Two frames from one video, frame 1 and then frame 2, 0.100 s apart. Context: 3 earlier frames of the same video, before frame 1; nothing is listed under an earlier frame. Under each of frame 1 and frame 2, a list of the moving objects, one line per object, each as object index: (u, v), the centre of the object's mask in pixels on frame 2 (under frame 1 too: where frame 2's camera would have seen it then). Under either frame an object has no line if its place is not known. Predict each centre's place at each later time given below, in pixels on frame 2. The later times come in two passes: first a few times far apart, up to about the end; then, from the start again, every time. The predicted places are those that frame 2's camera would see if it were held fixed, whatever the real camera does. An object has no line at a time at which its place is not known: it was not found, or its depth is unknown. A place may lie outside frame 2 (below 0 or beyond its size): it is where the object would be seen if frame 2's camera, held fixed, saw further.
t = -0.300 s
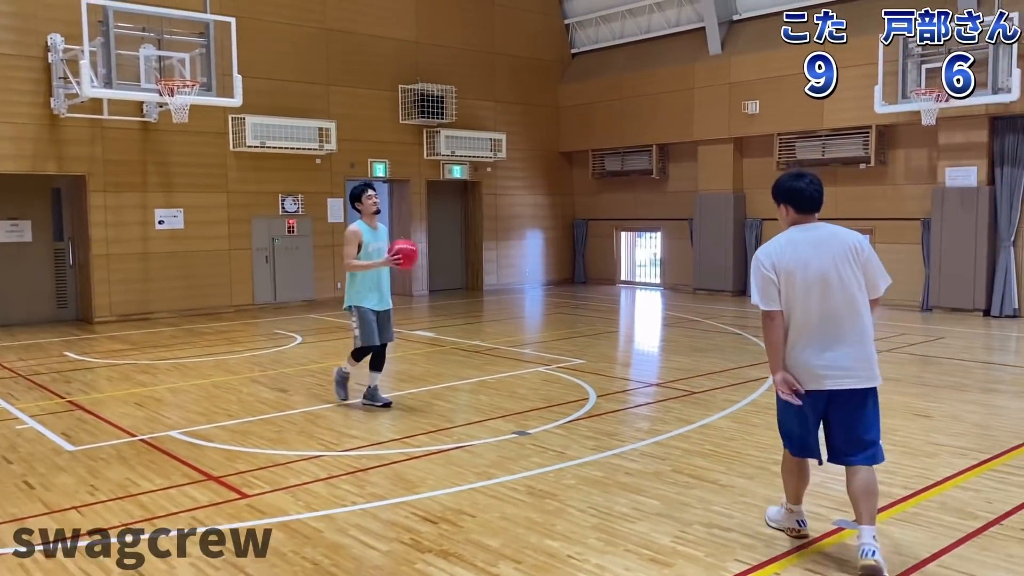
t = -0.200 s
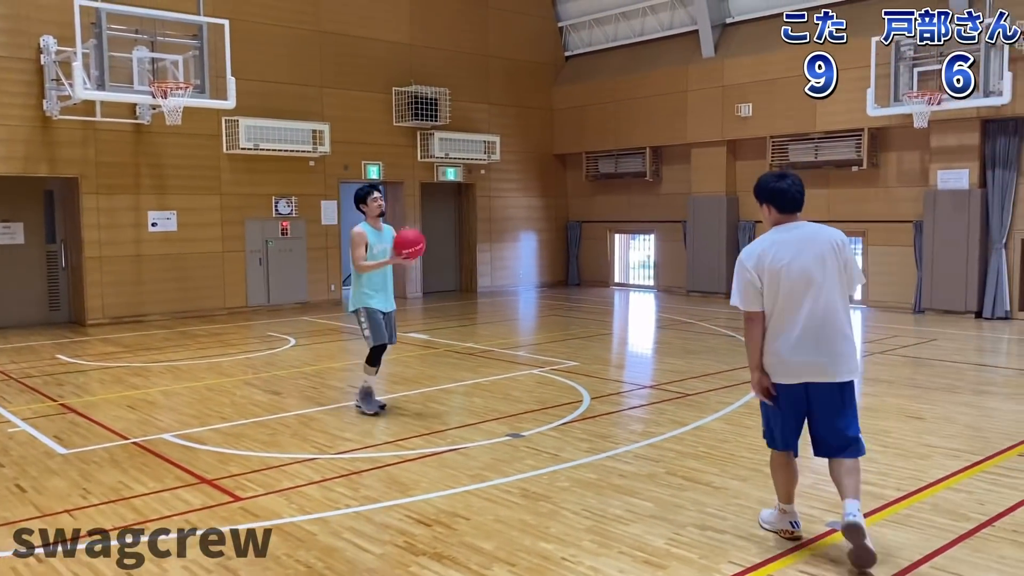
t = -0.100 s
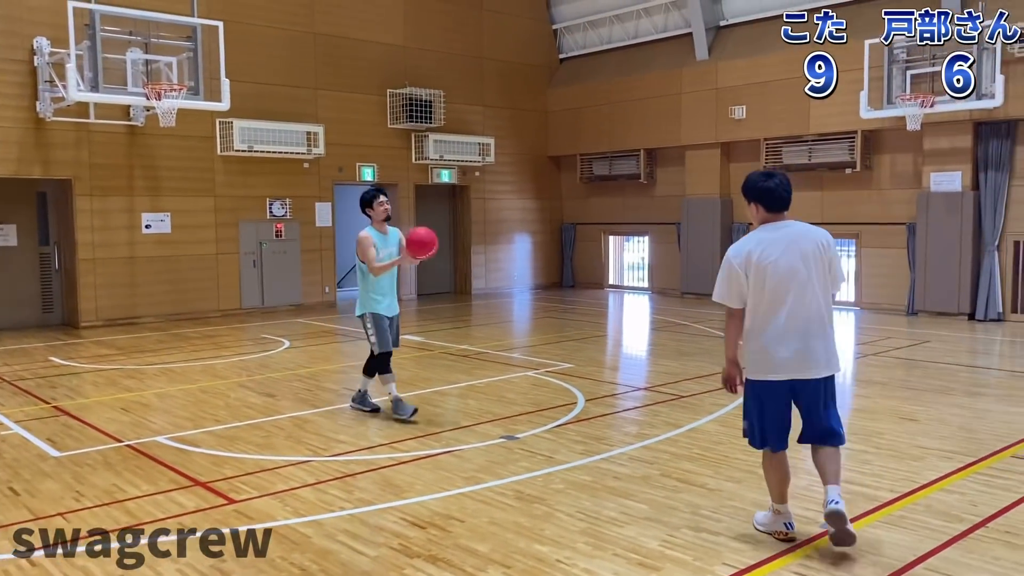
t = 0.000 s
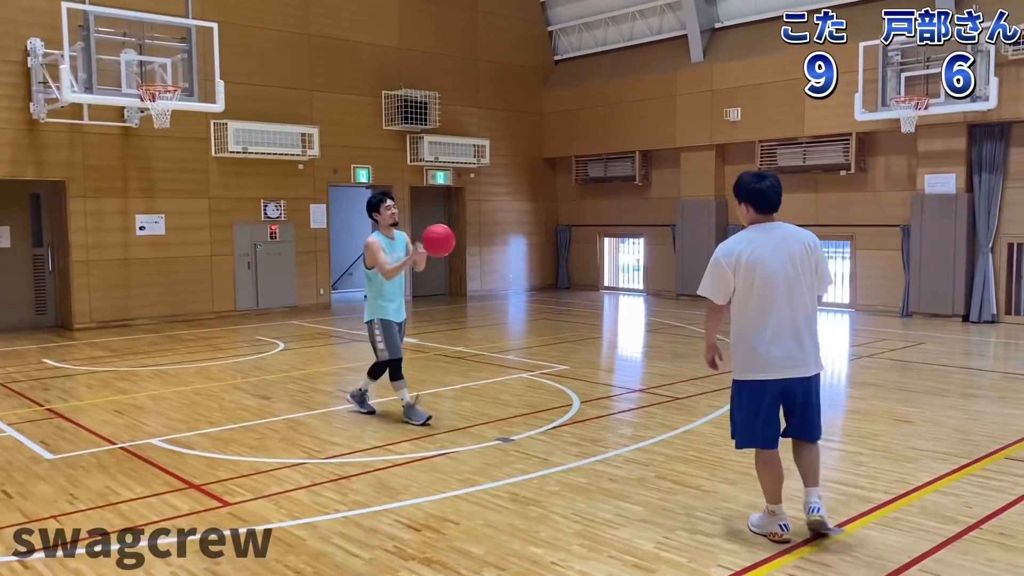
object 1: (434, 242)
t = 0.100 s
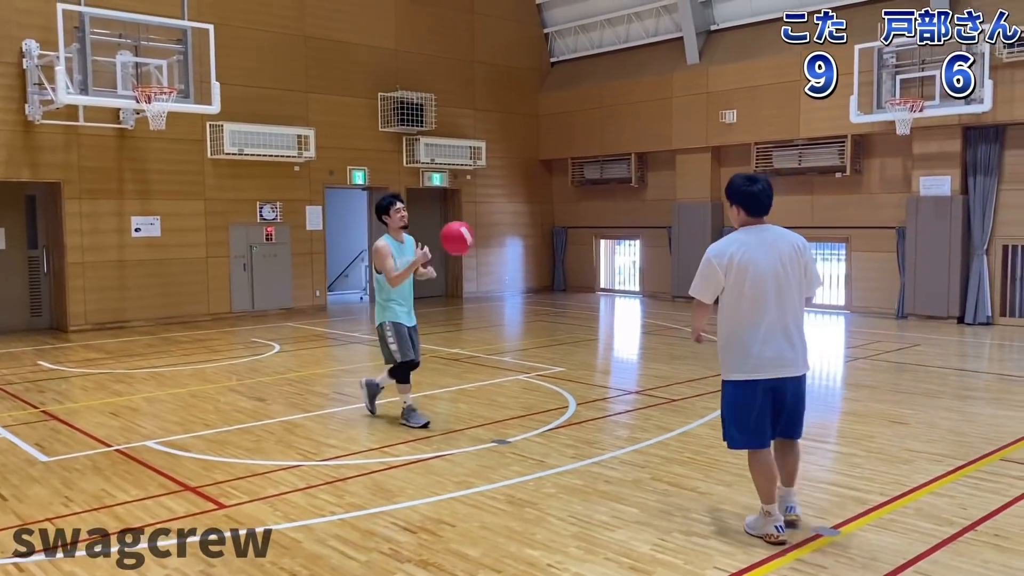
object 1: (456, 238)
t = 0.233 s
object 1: (488, 253)
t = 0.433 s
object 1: (539, 326)
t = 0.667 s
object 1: (602, 425)
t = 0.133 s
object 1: (464, 239)
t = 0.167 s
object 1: (472, 242)
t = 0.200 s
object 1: (480, 246)
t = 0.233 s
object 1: (488, 253)
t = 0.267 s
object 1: (496, 261)
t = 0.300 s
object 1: (505, 270)
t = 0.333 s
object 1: (513, 282)
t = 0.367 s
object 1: (522, 295)
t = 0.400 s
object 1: (531, 309)
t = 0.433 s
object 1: (539, 326)
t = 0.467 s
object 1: (549, 345)
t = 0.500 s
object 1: (557, 366)
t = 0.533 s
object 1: (567, 389)
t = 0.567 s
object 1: (576, 415)
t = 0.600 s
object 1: (586, 442)
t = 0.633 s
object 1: (594, 442)
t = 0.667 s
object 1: (602, 425)
